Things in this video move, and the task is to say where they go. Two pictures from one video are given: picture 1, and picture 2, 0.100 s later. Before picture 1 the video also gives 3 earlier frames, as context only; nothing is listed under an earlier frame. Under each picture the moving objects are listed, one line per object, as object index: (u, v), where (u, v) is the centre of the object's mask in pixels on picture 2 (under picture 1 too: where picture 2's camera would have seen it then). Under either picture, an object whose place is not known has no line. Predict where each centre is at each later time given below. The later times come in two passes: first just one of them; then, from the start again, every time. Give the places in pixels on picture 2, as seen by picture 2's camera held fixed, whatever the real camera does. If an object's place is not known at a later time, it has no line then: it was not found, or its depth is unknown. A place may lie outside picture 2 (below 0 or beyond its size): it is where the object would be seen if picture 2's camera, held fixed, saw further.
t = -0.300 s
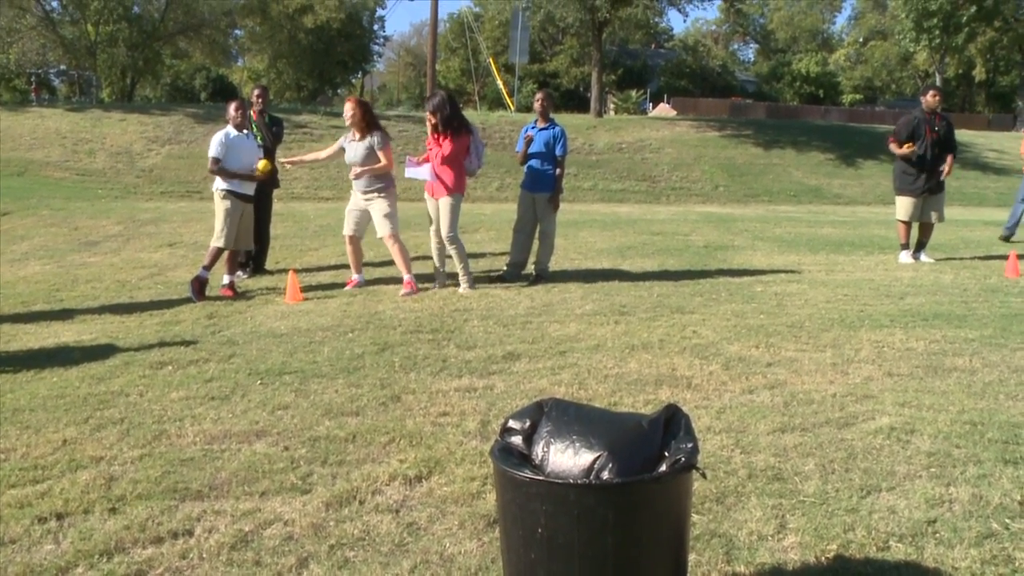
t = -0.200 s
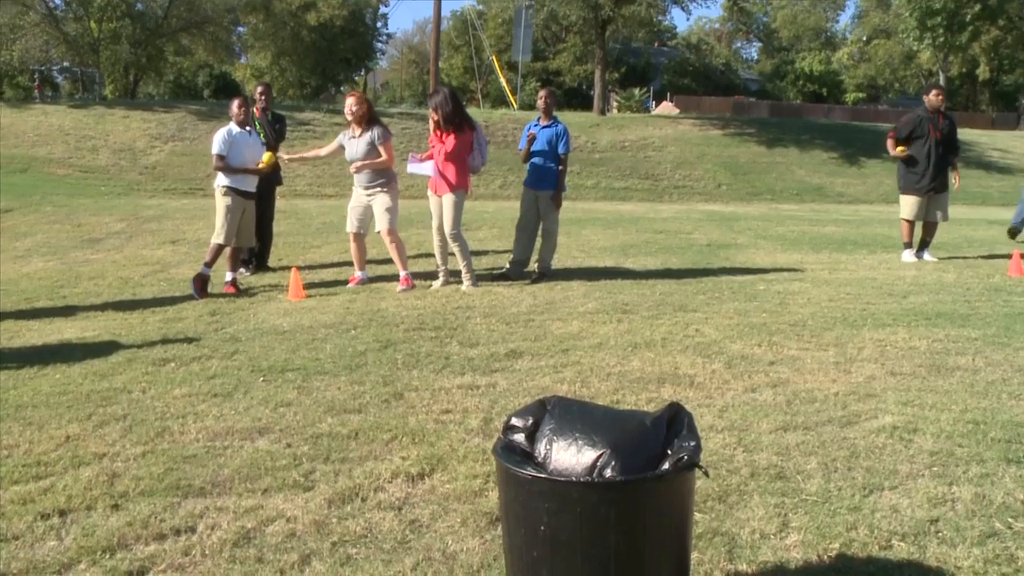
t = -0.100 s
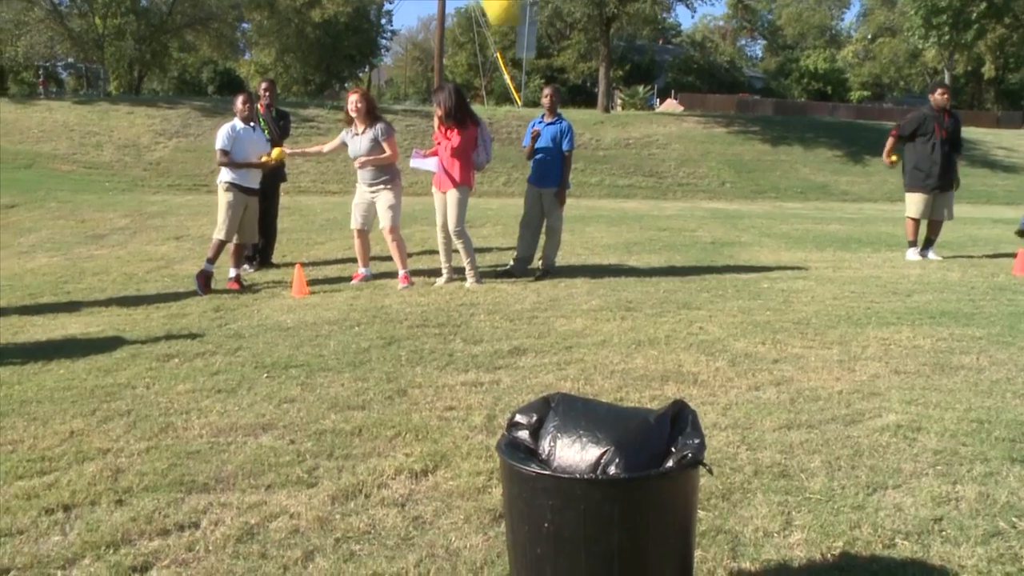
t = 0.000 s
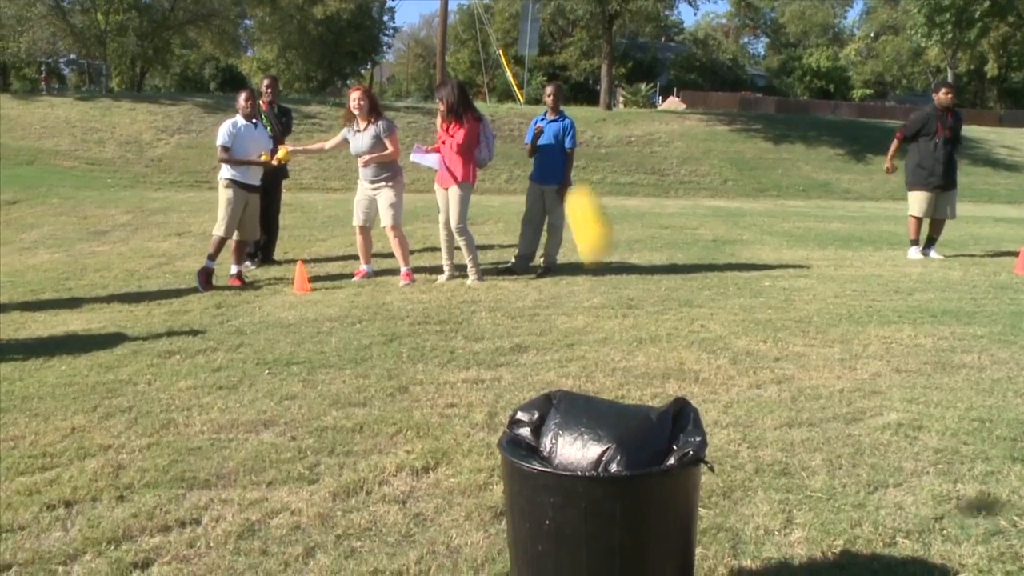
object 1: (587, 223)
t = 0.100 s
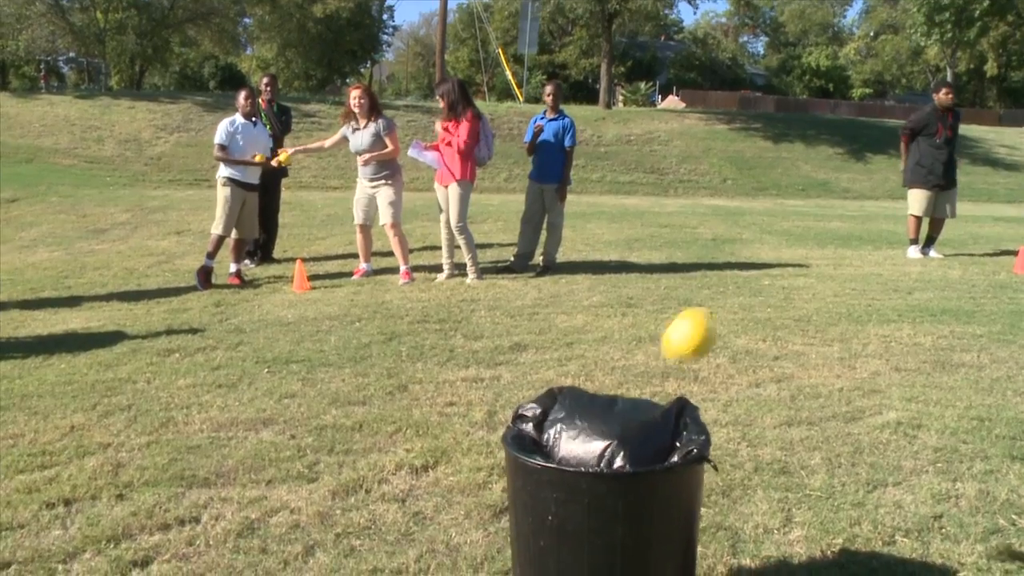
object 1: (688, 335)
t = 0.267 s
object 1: (857, 209)
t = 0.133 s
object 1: (718, 303)
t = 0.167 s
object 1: (751, 273)
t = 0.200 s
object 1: (785, 247)
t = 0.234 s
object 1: (821, 226)
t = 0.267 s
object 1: (857, 209)
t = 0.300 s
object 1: (897, 197)
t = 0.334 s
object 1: (938, 191)
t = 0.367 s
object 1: (981, 191)
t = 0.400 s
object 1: (1006, 198)
